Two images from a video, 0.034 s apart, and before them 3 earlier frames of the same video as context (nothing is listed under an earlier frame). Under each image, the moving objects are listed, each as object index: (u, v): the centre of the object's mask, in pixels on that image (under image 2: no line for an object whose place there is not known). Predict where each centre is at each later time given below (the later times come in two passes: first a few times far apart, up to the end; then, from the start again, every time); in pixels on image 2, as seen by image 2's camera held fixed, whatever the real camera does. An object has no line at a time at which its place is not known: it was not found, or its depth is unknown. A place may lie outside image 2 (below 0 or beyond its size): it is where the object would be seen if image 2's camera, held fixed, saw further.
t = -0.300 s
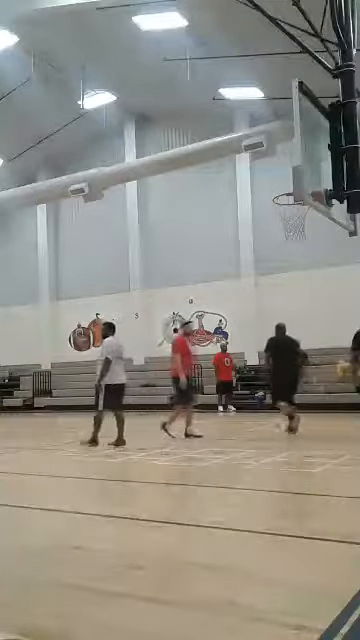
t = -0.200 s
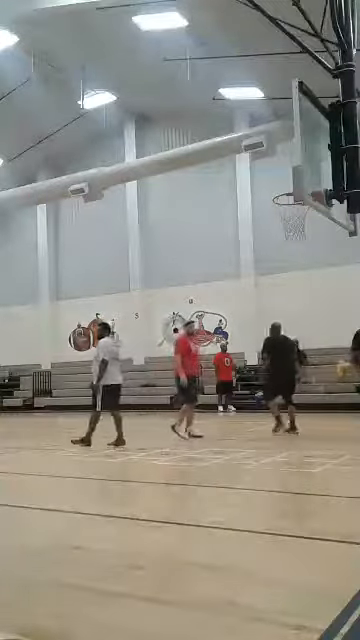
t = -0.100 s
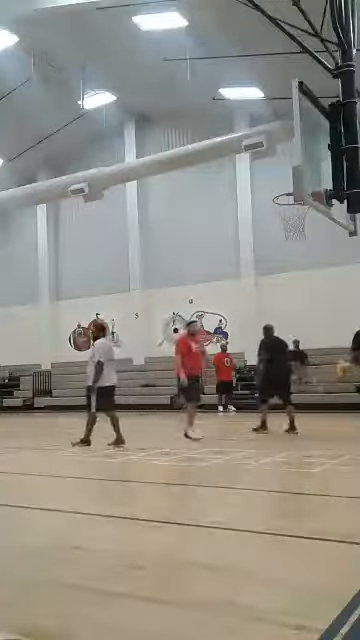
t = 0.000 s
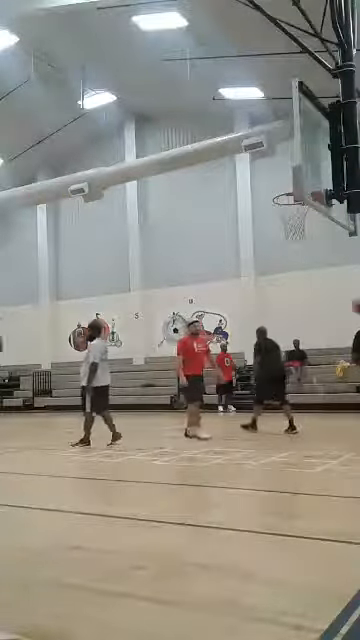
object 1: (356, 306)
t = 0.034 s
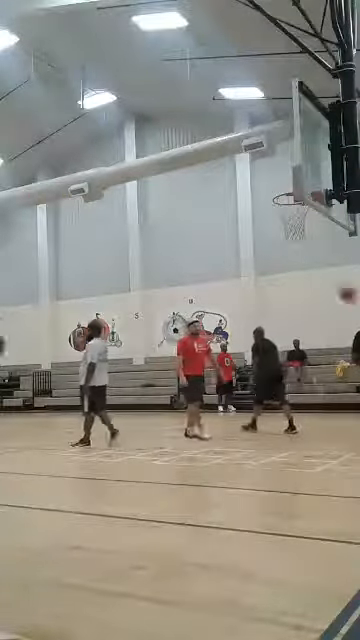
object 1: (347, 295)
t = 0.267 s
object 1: (269, 235)
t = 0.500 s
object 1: (201, 215)
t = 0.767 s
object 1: (134, 236)
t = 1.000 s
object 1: (79, 286)
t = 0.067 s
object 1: (335, 282)
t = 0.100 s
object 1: (323, 271)
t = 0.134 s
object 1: (311, 263)
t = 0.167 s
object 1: (301, 254)
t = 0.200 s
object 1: (289, 247)
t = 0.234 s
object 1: (280, 241)
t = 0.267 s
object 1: (269, 235)
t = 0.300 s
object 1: (259, 230)
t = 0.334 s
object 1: (248, 224)
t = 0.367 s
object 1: (238, 221)
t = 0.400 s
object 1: (229, 219)
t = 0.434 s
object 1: (218, 217)
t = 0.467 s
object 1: (210, 216)
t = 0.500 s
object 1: (201, 215)
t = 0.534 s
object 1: (192, 215)
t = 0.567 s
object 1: (183, 216)
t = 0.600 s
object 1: (174, 218)
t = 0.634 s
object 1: (166, 220)
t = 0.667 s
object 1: (158, 223)
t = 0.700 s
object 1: (150, 227)
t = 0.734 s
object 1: (141, 231)
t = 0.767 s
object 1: (134, 236)
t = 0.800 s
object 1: (124, 241)
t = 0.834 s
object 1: (118, 247)
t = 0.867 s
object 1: (110, 254)
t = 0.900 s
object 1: (102, 262)
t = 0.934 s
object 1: (95, 269)
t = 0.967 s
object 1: (87, 277)
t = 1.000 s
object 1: (79, 286)
